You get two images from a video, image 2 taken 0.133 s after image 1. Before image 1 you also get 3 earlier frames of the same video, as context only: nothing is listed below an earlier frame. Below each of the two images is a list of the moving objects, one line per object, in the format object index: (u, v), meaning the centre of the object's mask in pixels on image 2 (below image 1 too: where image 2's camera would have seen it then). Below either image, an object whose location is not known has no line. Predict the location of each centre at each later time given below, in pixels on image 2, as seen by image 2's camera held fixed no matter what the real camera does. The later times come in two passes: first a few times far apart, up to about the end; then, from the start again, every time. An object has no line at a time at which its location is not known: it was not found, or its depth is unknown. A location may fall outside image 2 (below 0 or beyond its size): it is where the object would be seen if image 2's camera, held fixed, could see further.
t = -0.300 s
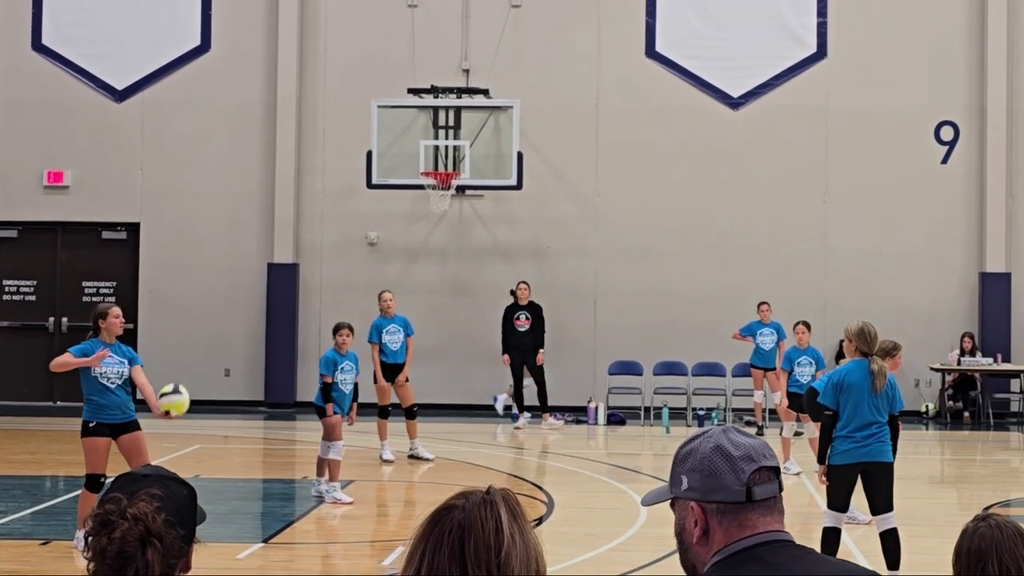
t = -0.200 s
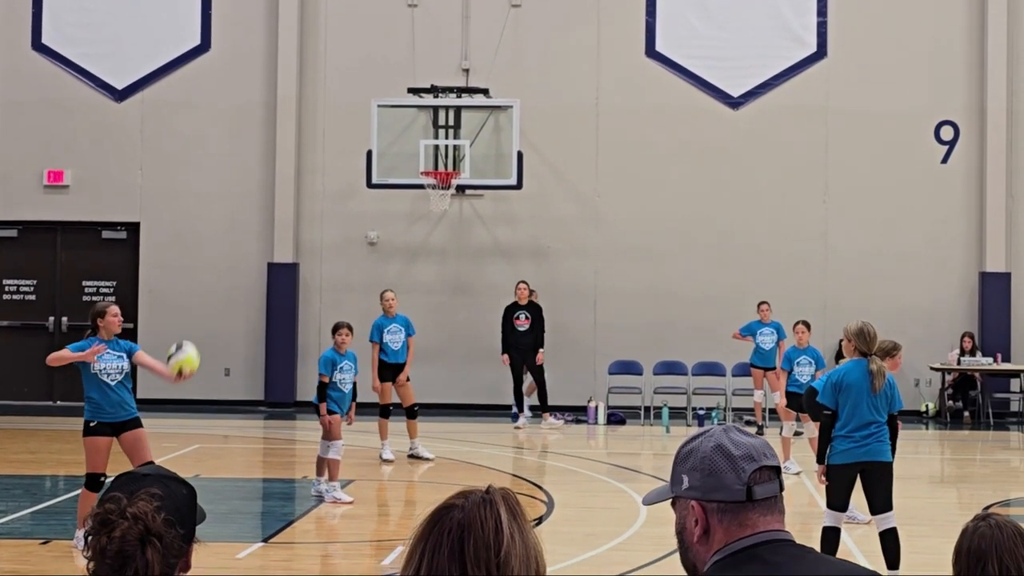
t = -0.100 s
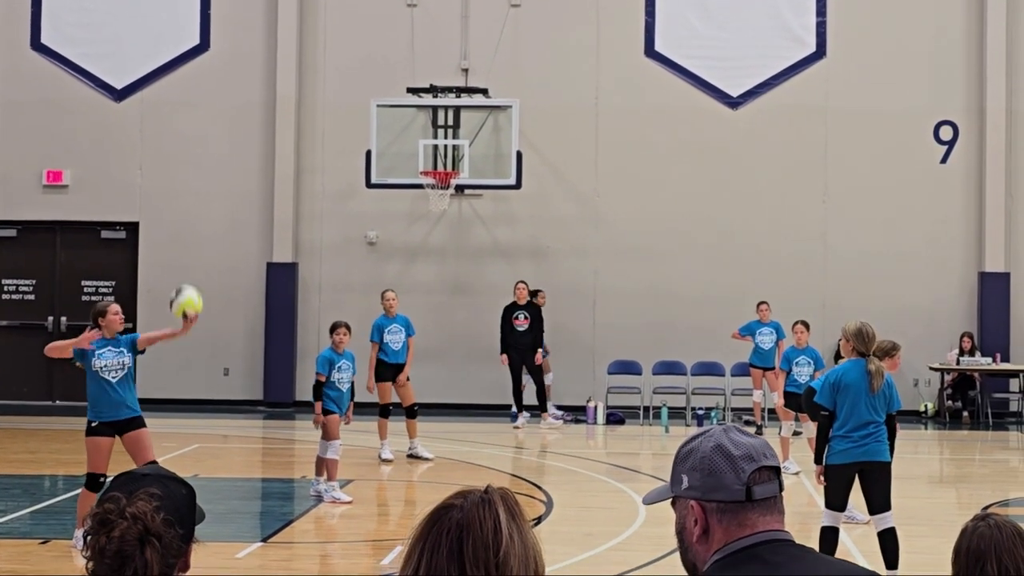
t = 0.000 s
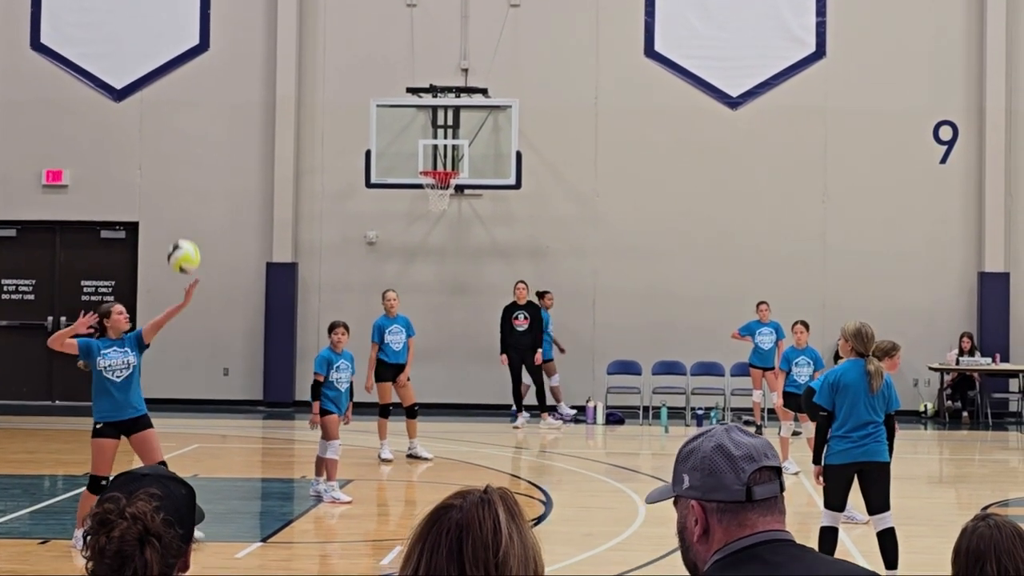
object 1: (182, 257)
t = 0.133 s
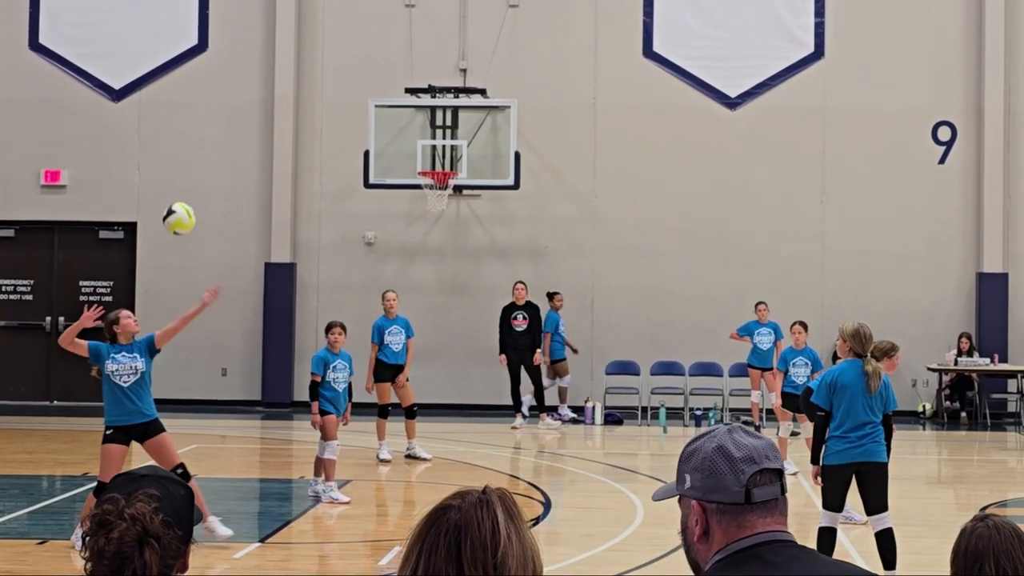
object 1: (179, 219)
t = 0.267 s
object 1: (175, 207)
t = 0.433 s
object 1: (170, 228)
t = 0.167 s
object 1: (178, 213)
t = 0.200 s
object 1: (177, 209)
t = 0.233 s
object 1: (176, 207)
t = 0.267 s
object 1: (175, 207)
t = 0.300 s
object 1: (174, 208)
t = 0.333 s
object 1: (173, 211)
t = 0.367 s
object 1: (172, 215)
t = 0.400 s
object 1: (171, 220)
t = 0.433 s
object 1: (170, 228)
